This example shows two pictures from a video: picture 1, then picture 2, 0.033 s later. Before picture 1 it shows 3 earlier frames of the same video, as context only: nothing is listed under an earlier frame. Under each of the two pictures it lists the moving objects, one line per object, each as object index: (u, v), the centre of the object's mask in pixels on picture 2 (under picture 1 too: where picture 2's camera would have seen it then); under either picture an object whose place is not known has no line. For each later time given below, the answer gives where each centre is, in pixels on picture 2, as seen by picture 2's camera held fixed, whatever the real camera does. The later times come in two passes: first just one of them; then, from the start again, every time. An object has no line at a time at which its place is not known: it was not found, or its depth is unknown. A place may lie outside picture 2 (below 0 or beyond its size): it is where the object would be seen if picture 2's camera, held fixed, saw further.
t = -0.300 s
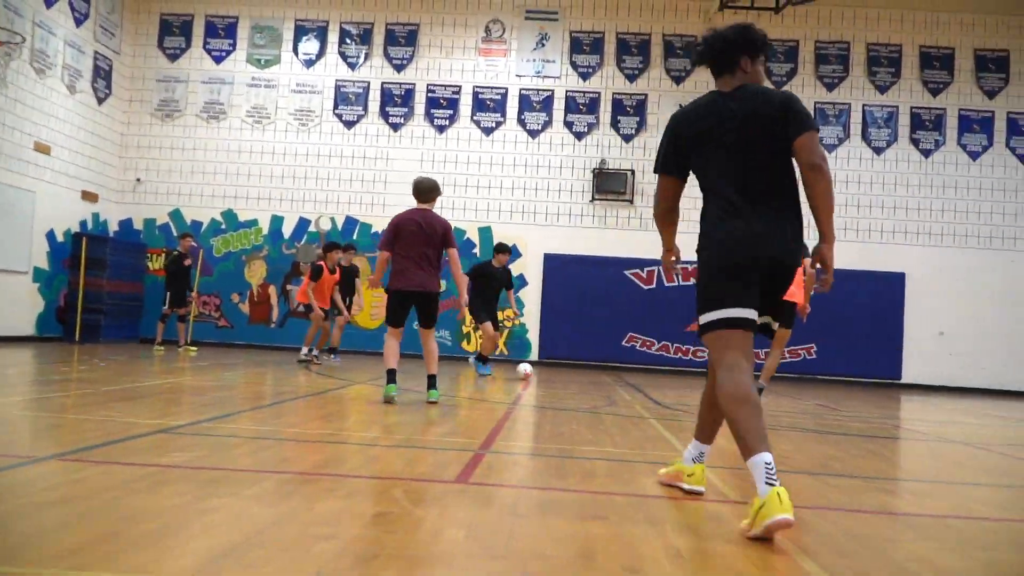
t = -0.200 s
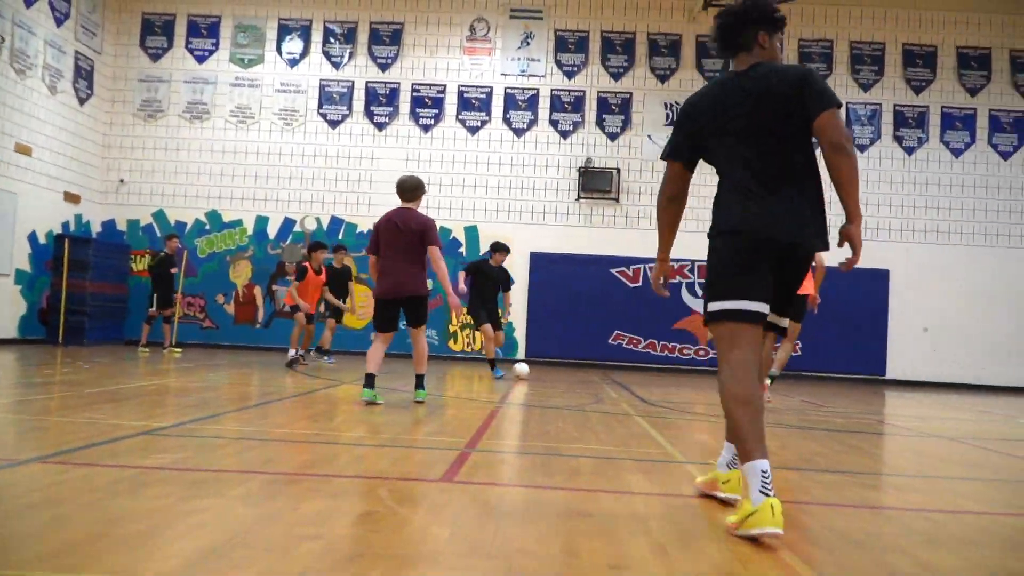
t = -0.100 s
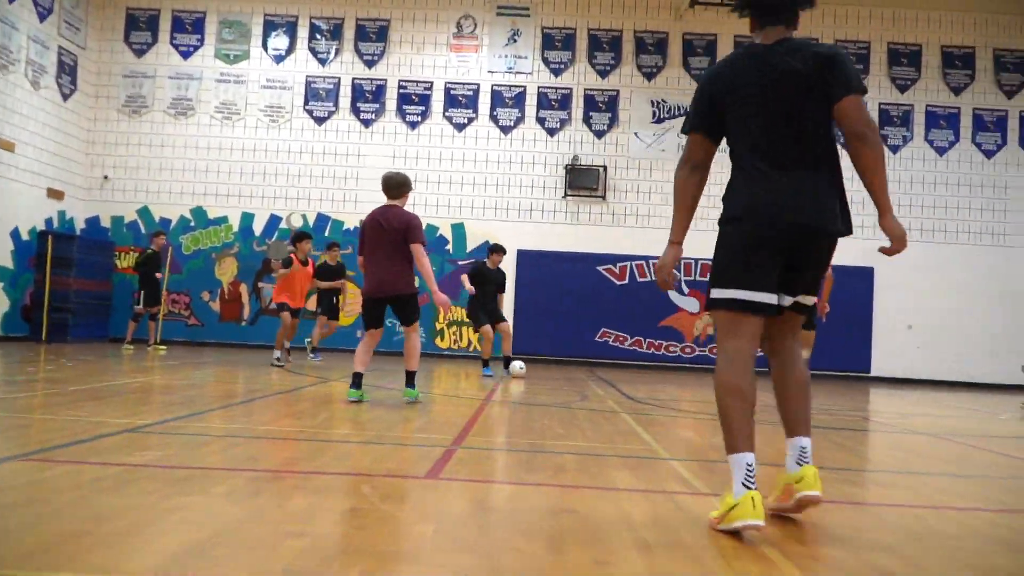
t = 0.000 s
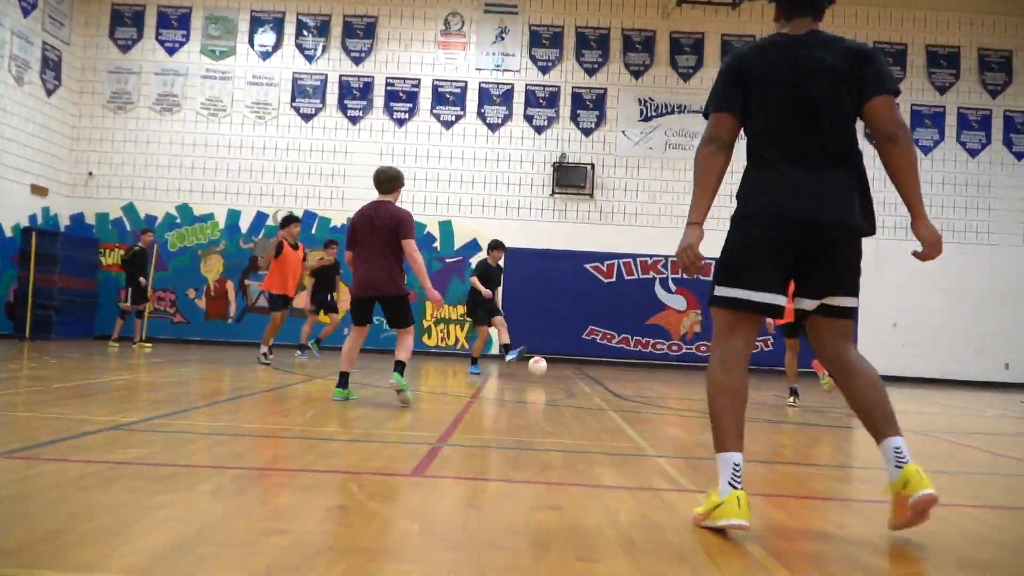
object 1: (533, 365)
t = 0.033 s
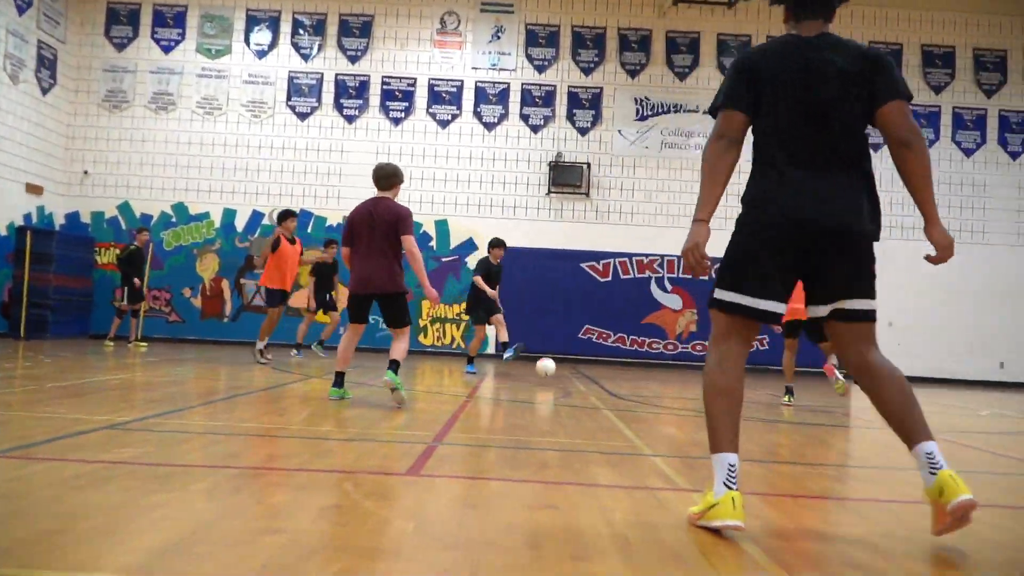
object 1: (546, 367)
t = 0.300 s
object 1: (675, 397)
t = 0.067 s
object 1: (559, 370)
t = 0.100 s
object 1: (573, 374)
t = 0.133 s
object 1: (588, 380)
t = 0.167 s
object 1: (603, 385)
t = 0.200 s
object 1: (619, 386)
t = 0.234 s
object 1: (637, 389)
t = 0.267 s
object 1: (655, 394)
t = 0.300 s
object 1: (675, 397)
